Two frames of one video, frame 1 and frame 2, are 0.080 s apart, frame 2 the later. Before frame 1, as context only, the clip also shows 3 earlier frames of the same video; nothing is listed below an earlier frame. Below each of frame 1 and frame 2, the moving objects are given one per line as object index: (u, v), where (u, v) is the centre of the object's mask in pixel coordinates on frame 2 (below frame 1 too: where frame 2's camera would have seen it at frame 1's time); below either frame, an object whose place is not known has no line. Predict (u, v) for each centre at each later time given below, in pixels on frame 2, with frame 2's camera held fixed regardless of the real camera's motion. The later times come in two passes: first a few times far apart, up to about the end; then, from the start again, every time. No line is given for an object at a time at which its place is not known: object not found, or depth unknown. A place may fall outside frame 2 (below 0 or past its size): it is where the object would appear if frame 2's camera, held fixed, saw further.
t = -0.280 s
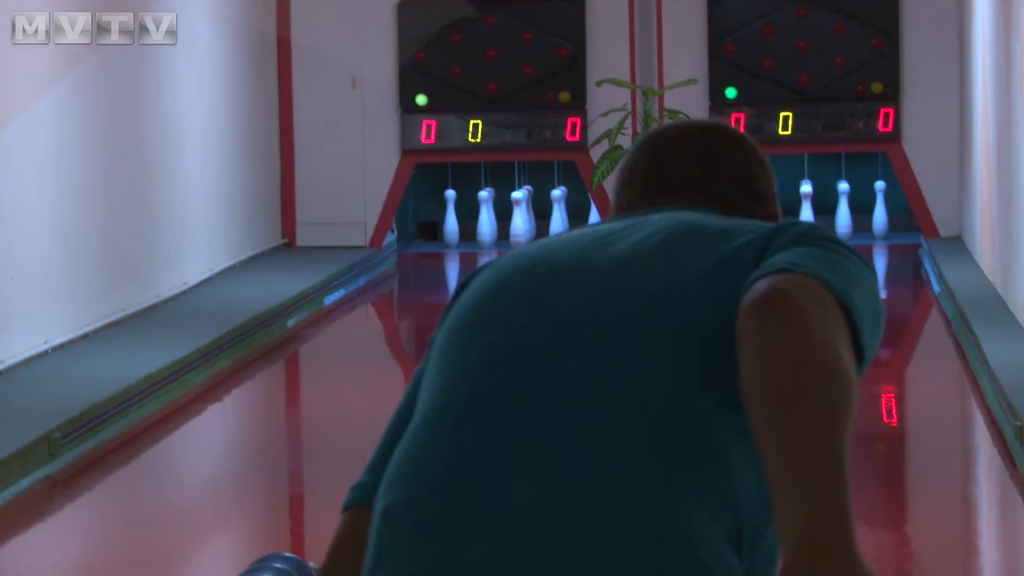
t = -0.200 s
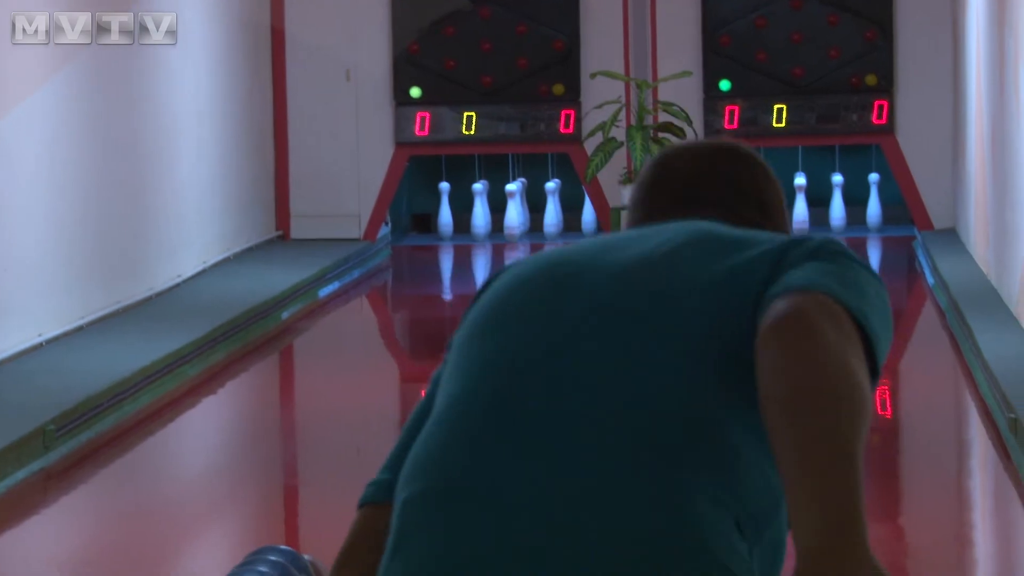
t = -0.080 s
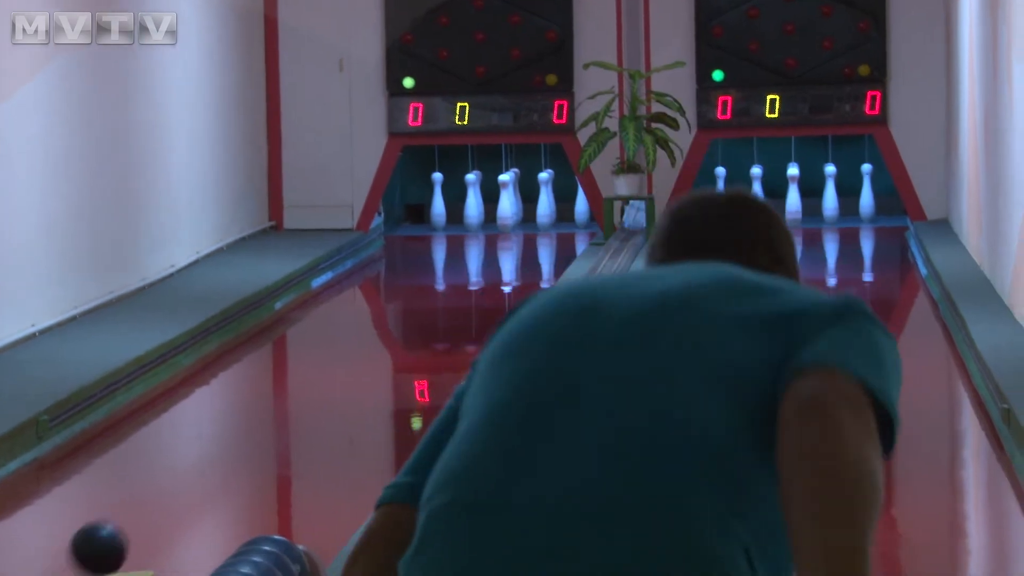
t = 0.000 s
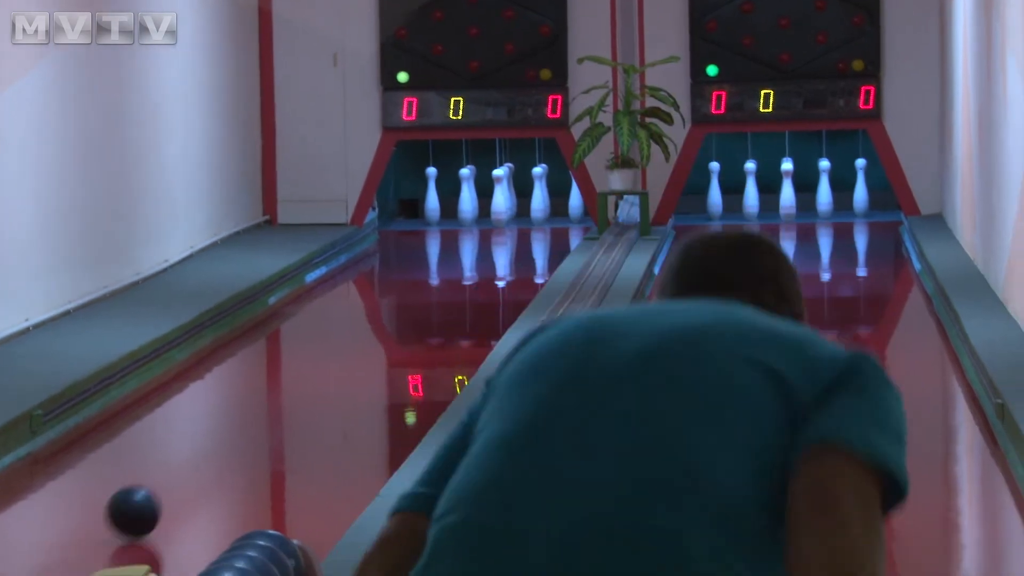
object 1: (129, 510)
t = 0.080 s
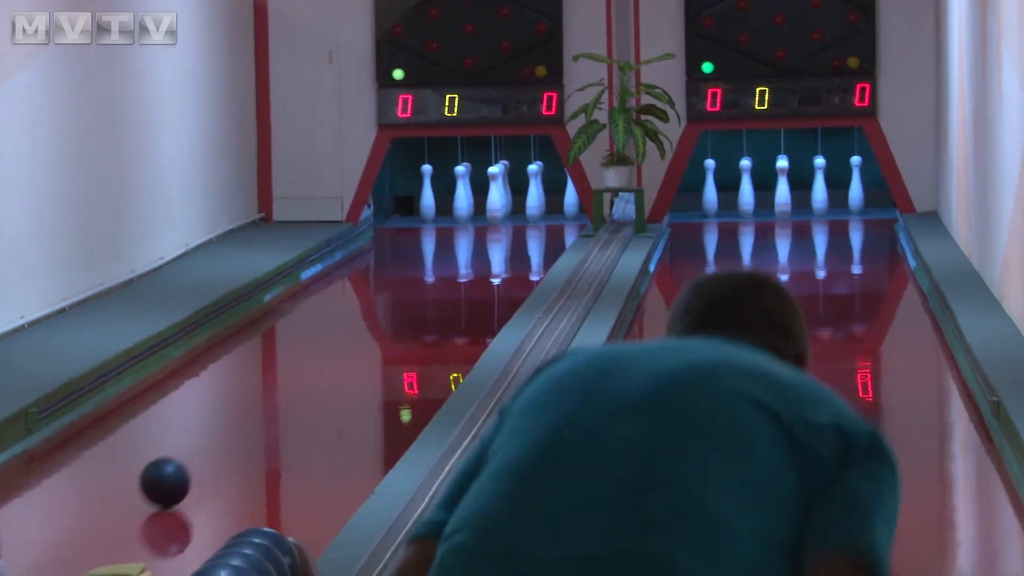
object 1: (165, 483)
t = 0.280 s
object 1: (239, 425)
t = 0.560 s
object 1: (315, 363)
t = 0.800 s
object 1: (362, 325)
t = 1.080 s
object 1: (404, 291)
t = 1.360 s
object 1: (435, 262)
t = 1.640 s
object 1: (459, 242)
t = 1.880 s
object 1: (475, 226)
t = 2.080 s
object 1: (481, 214)
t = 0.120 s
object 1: (182, 469)
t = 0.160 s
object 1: (197, 457)
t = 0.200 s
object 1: (212, 446)
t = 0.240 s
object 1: (226, 435)
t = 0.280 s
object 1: (239, 425)
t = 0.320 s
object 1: (252, 414)
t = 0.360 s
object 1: (264, 405)
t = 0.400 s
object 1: (275, 396)
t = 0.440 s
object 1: (286, 387)
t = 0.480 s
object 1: (296, 378)
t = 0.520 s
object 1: (306, 371)
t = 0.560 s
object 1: (315, 363)
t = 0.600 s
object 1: (324, 356)
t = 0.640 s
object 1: (332, 349)
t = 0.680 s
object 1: (340, 343)
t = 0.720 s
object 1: (348, 336)
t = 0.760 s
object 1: (355, 330)
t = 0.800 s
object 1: (362, 325)
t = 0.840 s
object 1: (369, 319)
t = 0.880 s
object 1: (376, 314)
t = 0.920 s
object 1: (382, 309)
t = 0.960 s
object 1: (387, 305)
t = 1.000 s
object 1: (393, 300)
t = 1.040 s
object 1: (398, 295)
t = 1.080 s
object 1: (404, 291)
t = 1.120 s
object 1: (409, 286)
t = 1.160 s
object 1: (414, 283)
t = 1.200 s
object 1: (418, 279)
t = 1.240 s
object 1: (423, 274)
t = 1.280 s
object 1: (427, 270)
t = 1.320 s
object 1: (431, 266)
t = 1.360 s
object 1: (435, 262)
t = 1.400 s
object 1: (438, 260)
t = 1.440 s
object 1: (442, 256)
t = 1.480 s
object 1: (446, 253)
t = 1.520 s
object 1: (449, 250)
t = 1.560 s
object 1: (452, 247)
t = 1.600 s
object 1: (456, 244)
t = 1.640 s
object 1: (459, 242)
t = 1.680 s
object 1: (461, 239)
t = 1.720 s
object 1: (464, 236)
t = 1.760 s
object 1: (467, 233)
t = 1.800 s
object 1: (470, 231)
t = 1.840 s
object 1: (472, 228)
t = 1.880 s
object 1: (475, 226)
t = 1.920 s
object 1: (478, 222)
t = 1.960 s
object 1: (480, 220)
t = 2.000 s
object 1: (482, 218)
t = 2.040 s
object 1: (484, 216)
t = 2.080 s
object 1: (481, 214)
